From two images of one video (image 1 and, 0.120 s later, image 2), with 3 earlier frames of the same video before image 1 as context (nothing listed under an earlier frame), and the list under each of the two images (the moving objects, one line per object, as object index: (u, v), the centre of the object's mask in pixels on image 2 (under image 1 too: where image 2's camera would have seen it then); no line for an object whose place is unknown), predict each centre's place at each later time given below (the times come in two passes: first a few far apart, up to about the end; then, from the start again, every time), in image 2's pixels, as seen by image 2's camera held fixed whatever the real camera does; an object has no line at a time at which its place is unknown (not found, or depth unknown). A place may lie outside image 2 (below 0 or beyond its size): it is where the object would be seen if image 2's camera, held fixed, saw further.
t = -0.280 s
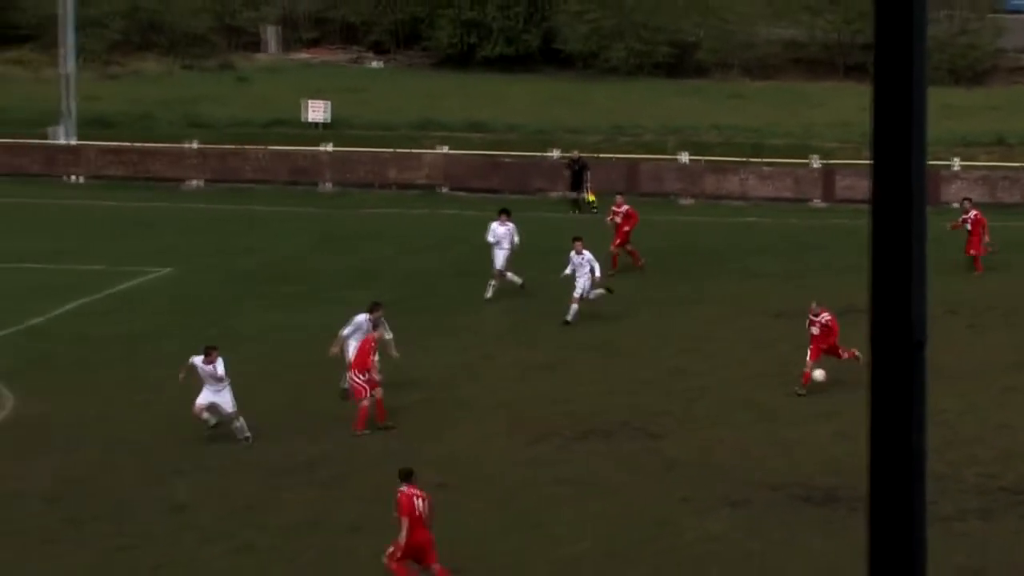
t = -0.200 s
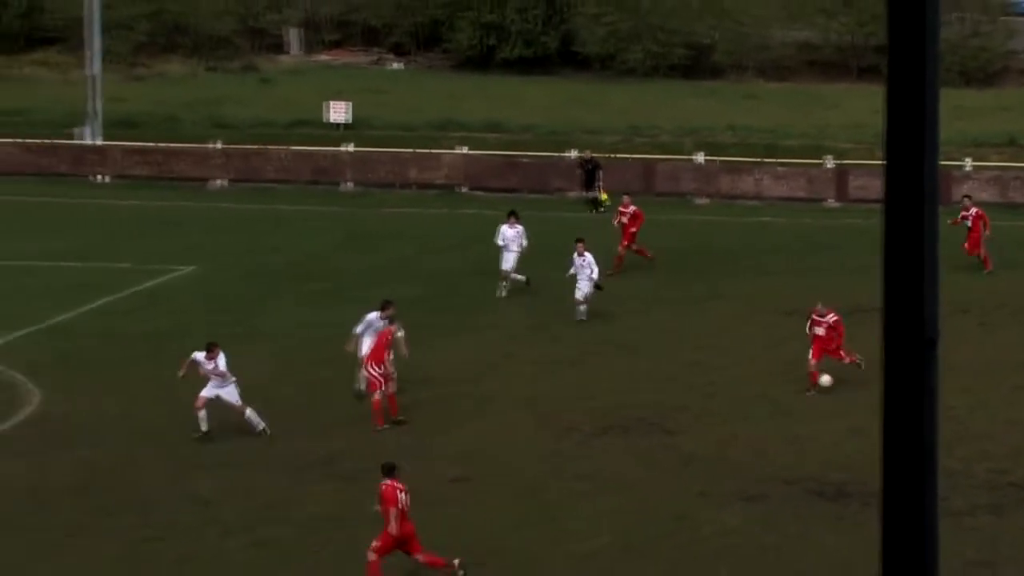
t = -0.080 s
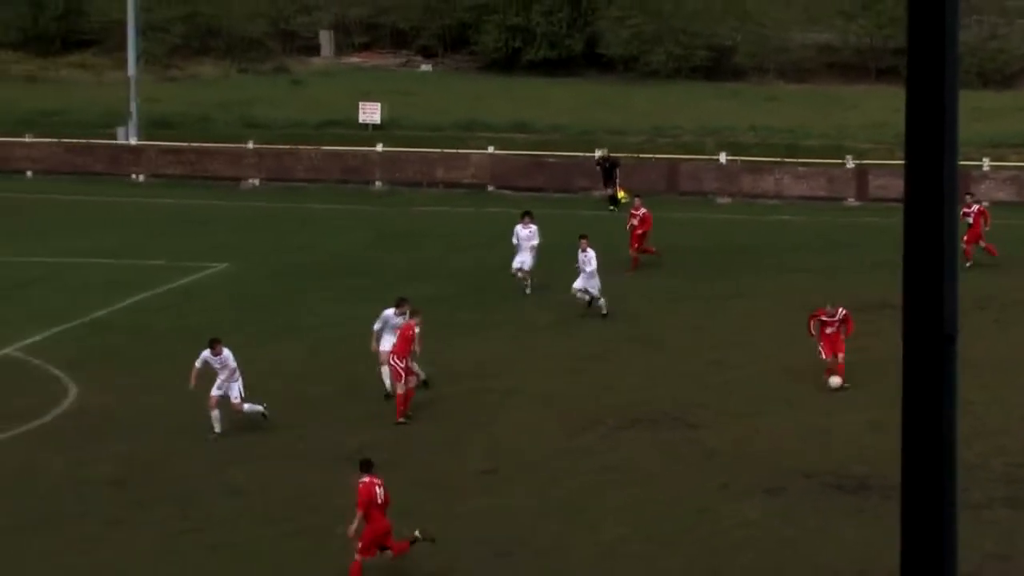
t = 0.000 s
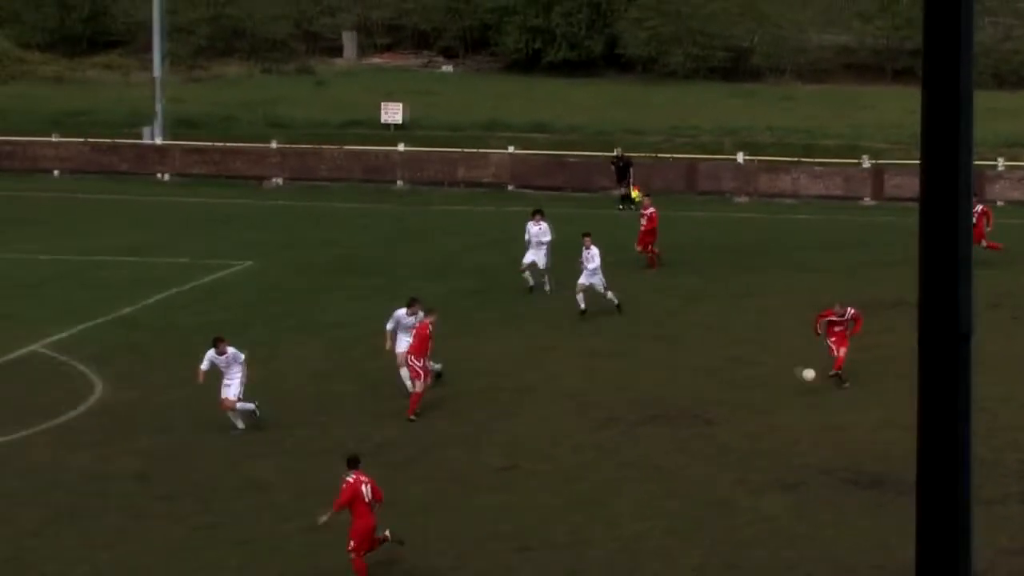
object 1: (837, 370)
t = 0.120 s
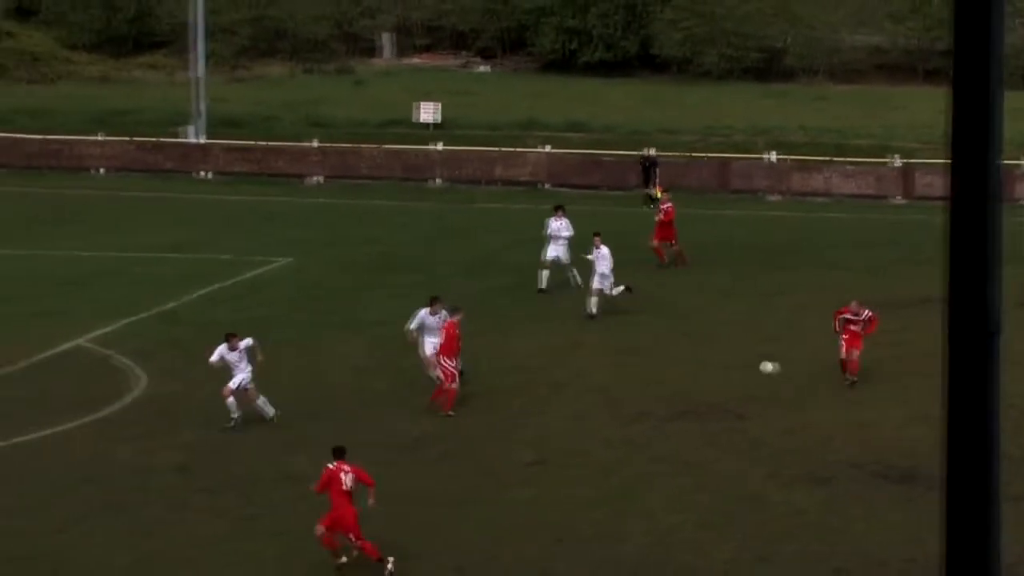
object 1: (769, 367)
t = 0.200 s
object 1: (723, 369)
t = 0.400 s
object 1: (606, 384)
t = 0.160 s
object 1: (747, 368)
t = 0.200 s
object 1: (723, 369)
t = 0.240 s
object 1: (700, 370)
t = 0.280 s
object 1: (676, 372)
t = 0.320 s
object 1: (654, 375)
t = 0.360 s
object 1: (624, 379)
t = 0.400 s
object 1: (606, 384)
